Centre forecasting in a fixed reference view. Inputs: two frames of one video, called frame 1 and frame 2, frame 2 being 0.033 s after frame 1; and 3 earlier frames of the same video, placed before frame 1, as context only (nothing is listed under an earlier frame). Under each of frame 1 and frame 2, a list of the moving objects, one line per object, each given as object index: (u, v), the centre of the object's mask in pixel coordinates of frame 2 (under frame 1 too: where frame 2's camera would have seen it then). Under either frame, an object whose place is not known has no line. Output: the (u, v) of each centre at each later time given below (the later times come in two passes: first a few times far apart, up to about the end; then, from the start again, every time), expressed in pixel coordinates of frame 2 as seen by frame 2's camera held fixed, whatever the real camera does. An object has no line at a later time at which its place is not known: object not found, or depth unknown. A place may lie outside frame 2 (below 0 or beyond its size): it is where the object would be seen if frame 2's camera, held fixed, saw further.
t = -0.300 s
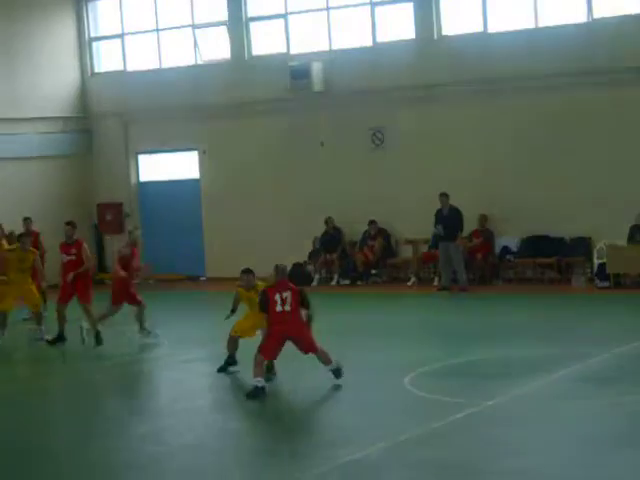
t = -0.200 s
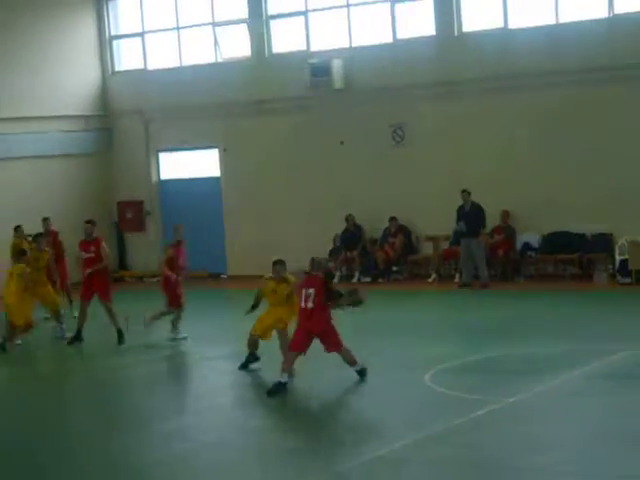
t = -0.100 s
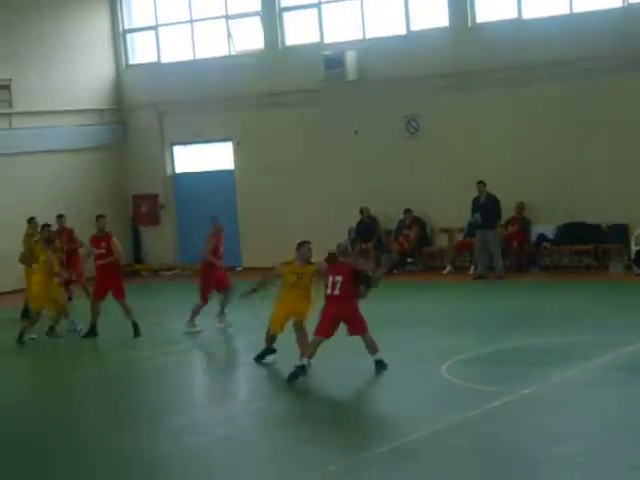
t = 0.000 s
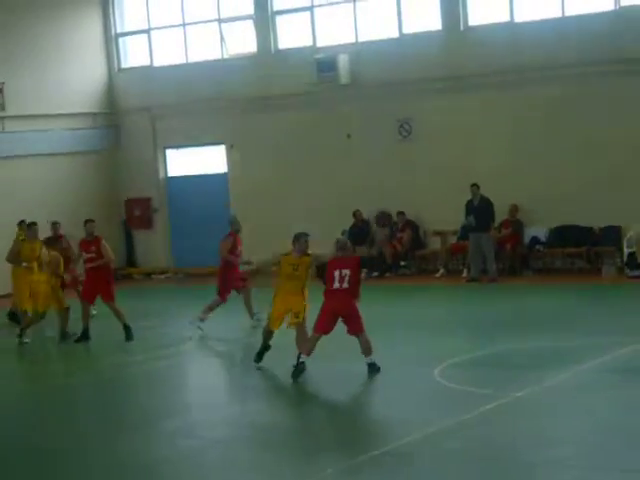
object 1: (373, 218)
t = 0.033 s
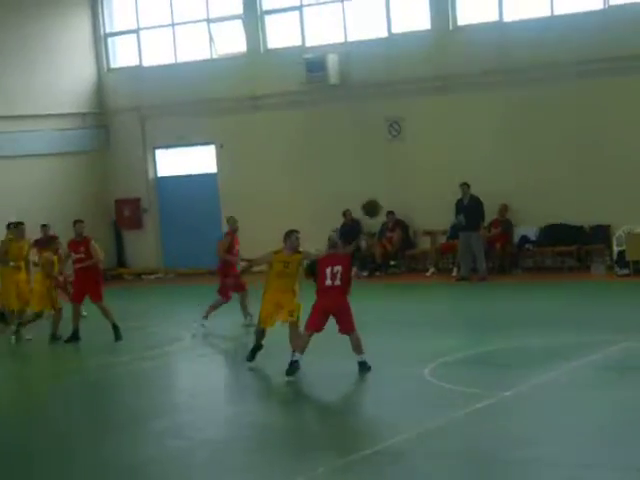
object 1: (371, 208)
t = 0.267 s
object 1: (357, 162)
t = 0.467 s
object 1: (351, 158)
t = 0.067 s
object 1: (369, 198)
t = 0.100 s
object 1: (366, 190)
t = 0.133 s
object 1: (365, 182)
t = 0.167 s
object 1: (362, 176)
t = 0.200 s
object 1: (360, 171)
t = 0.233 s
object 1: (359, 166)
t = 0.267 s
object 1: (357, 162)
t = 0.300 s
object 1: (356, 160)
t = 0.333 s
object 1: (355, 158)
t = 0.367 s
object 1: (354, 157)
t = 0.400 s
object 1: (353, 157)
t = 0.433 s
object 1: (352, 157)
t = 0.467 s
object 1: (351, 158)
